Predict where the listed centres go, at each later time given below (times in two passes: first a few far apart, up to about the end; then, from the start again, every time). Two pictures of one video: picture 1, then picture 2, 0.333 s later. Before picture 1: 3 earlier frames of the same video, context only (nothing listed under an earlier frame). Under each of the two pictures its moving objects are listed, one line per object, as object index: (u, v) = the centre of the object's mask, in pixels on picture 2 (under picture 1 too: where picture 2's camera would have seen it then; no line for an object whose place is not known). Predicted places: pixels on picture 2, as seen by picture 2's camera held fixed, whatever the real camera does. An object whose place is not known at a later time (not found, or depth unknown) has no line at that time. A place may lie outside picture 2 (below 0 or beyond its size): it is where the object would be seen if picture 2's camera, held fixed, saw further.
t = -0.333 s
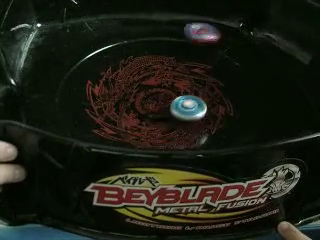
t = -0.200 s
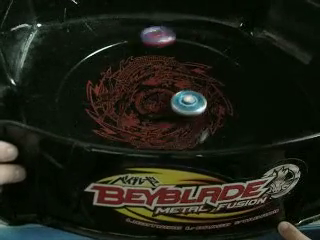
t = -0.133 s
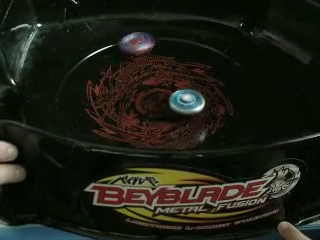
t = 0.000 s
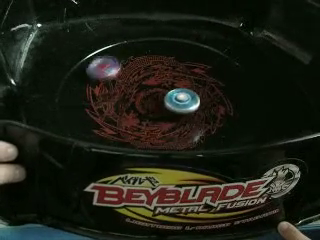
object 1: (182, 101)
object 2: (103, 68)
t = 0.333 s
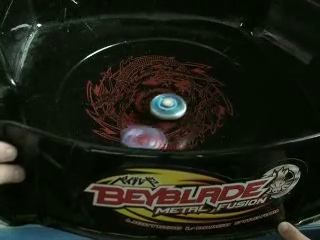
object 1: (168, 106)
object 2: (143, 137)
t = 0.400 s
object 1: (165, 108)
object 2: (170, 140)
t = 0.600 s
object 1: (158, 113)
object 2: (231, 120)
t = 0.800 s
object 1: (152, 118)
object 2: (218, 81)
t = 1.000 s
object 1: (154, 118)
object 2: (155, 64)
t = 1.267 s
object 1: (159, 115)
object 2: (90, 92)
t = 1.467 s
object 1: (159, 115)
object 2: (118, 128)
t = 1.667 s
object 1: (191, 95)
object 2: (168, 137)
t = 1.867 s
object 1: (198, 70)
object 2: (203, 103)
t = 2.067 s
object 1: (142, 64)
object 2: (176, 72)
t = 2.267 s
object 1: (114, 101)
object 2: (129, 61)
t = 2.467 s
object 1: (162, 132)
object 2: (99, 91)
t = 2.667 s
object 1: (227, 111)
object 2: (145, 121)
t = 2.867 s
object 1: (205, 72)
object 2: (203, 107)
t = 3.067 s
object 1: (136, 70)
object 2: (205, 73)
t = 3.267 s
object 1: (91, 99)
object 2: (156, 66)
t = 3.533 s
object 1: (146, 139)
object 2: (118, 99)
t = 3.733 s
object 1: (203, 111)
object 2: (143, 127)
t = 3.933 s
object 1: (185, 70)
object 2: (196, 114)
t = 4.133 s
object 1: (128, 57)
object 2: (184, 86)
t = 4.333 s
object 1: (87, 87)
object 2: (144, 78)
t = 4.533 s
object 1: (131, 126)
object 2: (107, 90)
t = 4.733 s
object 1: (204, 113)
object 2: (125, 119)
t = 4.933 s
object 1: (209, 72)
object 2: (177, 114)
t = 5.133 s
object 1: (151, 61)
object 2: (184, 91)
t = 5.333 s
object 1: (106, 92)
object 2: (174, 82)
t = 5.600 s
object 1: (151, 135)
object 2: (165, 81)
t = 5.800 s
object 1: (211, 116)
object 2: (158, 84)
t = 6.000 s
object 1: (192, 78)
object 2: (151, 91)
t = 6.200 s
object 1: (138, 66)
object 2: (146, 103)
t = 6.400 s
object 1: (91, 87)
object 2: (146, 115)
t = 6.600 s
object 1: (114, 125)
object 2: (166, 120)
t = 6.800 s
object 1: (170, 132)
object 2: (199, 95)
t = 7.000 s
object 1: (192, 110)
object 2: (197, 61)
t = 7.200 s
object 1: (164, 86)
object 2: (153, 61)
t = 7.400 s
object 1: (130, 112)
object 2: (115, 41)
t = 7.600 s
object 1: (127, 124)
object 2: (92, 48)
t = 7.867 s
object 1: (157, 106)
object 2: (113, 94)
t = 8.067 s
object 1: (184, 95)
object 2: (121, 108)
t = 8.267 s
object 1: (198, 86)
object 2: (154, 123)
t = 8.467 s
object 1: (188, 77)
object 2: (193, 117)
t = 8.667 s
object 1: (169, 77)
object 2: (194, 96)
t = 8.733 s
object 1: (158, 72)
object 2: (192, 99)
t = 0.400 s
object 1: (165, 108)
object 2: (170, 140)
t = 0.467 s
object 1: (163, 110)
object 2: (196, 138)
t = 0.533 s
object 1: (161, 111)
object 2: (218, 132)
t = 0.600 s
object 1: (158, 113)
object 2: (231, 120)
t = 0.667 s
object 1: (156, 115)
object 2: (236, 106)
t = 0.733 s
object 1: (154, 117)
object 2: (232, 92)
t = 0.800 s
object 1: (152, 118)
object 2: (218, 81)
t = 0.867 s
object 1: (152, 119)
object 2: (199, 72)
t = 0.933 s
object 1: (152, 119)
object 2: (176, 66)
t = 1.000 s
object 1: (154, 118)
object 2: (155, 64)
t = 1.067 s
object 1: (156, 117)
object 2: (134, 66)
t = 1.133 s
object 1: (157, 116)
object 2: (114, 70)
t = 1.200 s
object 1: (158, 116)
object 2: (98, 79)
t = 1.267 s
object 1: (159, 115)
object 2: (90, 92)
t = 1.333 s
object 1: (159, 115)
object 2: (89, 106)
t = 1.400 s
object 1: (159, 115)
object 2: (99, 118)
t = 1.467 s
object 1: (159, 115)
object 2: (118, 128)
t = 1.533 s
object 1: (165, 111)
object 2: (136, 134)
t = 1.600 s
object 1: (180, 102)
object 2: (148, 138)
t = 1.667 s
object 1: (191, 95)
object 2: (168, 137)
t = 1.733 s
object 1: (199, 88)
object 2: (188, 129)
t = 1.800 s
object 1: (202, 80)
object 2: (200, 118)
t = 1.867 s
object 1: (198, 70)
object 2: (203, 103)
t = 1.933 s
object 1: (184, 63)
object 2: (197, 89)
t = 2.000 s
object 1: (163, 60)
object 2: (186, 81)
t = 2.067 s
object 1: (142, 64)
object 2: (176, 72)
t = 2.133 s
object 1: (126, 74)
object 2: (162, 65)
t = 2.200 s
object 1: (116, 86)
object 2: (147, 61)
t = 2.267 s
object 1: (114, 101)
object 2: (129, 61)
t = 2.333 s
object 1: (120, 115)
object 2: (113, 67)
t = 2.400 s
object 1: (137, 126)
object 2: (101, 77)
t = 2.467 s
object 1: (162, 132)
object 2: (99, 91)
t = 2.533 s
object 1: (188, 131)
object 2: (106, 105)
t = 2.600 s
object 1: (212, 124)
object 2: (123, 115)
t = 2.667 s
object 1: (227, 111)
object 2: (145, 121)
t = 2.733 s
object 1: (230, 96)
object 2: (167, 121)
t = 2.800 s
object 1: (222, 82)
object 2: (187, 116)
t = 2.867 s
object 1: (205, 72)
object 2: (203, 107)
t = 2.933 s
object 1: (182, 67)
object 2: (211, 96)
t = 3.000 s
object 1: (158, 67)
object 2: (213, 84)
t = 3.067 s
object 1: (136, 70)
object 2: (205, 73)
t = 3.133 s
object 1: (116, 76)
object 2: (191, 67)
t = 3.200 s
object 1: (100, 86)
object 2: (173, 64)
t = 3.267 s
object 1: (91, 99)
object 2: (156, 66)
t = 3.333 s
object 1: (90, 113)
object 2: (142, 73)
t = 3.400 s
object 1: (100, 127)
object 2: (131, 81)
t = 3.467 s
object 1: (119, 135)
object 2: (123, 89)
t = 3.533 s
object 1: (146, 139)
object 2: (118, 99)
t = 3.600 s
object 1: (172, 136)
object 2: (117, 110)
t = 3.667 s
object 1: (192, 126)
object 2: (127, 120)
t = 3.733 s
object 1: (203, 111)
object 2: (143, 127)
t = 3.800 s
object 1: (204, 96)
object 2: (163, 128)
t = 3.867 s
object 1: (197, 82)
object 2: (182, 124)
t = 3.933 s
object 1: (185, 70)
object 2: (196, 114)
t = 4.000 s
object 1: (169, 62)
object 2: (199, 103)
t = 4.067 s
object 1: (149, 57)
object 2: (194, 93)
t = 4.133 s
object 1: (128, 57)
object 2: (184, 86)
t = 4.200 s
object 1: (108, 62)
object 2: (172, 82)
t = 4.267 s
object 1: (93, 72)
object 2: (158, 79)
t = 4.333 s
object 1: (87, 87)
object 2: (144, 78)
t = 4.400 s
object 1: (92, 103)
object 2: (130, 78)
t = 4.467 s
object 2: (116, 82)
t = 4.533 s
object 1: (131, 126)
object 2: (107, 90)
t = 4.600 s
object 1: (159, 128)
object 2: (104, 100)
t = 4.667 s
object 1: (185, 123)
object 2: (111, 111)
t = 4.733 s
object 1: (204, 113)
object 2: (125, 119)
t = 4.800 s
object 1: (215, 99)
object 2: (145, 123)
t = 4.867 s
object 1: (217, 84)
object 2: (164, 120)
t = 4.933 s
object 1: (209, 72)
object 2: (177, 114)
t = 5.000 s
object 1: (193, 63)
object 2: (184, 106)
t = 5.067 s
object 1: (172, 59)
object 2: (185, 98)
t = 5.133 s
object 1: (151, 61)
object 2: (184, 91)
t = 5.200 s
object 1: (132, 68)
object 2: (181, 86)
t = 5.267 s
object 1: (116, 79)
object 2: (178, 84)
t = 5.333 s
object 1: (106, 92)
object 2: (174, 82)
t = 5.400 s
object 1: (105, 106)
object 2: (171, 80)
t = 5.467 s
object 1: (113, 119)
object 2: (169, 79)
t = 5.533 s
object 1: (129, 130)
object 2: (167, 80)
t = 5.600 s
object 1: (151, 135)
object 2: (165, 81)
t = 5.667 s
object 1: (175, 135)
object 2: (162, 81)
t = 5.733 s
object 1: (197, 128)
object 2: (160, 83)
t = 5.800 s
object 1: (211, 116)
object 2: (158, 84)
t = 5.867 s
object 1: (213, 102)
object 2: (155, 86)
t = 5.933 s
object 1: (206, 88)
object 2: (154, 88)
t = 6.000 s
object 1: (192, 78)
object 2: (151, 91)
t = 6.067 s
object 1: (174, 71)
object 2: (149, 95)
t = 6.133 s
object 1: (157, 68)
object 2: (148, 99)
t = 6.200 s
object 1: (138, 66)
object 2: (146, 103)
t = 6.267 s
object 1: (119, 69)
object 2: (146, 107)
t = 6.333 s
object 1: (102, 76)
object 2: (146, 112)
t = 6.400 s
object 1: (91, 87)
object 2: (146, 115)
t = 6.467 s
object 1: (88, 100)
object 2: (149, 118)
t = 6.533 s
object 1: (96, 114)
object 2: (156, 121)
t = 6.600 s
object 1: (114, 125)
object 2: (166, 120)
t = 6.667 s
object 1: (138, 130)
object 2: (174, 117)
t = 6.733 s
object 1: (160, 131)
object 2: (182, 110)
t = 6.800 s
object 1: (170, 132)
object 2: (199, 95)
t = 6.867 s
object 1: (179, 130)
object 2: (209, 79)
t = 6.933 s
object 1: (189, 122)
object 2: (207, 68)
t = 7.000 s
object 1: (192, 110)
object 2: (197, 61)
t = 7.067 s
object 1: (188, 98)
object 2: (183, 57)
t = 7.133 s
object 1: (178, 91)
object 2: (168, 57)
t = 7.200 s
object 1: (164, 86)
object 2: (153, 61)
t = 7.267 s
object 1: (152, 92)
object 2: (137, 53)
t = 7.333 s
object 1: (142, 104)
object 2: (125, 44)
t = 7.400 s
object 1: (130, 112)
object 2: (115, 41)
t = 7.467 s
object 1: (120, 117)
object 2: (107, 41)
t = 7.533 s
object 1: (119, 121)
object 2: (100, 44)
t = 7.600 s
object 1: (127, 124)
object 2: (92, 48)
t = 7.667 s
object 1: (139, 125)
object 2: (89, 57)
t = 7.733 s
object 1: (152, 120)
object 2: (92, 68)
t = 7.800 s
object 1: (158, 113)
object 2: (101, 81)
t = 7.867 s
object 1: (157, 106)
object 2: (113, 94)
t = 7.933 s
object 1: (164, 101)
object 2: (116, 99)
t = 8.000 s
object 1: (176, 98)
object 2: (116, 103)
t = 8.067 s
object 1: (184, 95)
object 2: (121, 108)
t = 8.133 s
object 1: (190, 92)
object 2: (130, 114)
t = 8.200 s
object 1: (194, 89)
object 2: (141, 120)
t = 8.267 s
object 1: (198, 86)
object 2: (154, 123)
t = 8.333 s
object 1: (198, 83)
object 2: (168, 124)
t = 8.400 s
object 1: (195, 79)
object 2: (183, 122)
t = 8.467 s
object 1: (188, 77)
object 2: (193, 117)
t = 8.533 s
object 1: (181, 76)
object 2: (200, 110)
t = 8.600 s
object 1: (175, 76)
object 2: (200, 102)
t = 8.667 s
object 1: (169, 77)
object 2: (194, 96)
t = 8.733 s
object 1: (158, 72)
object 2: (192, 99)
